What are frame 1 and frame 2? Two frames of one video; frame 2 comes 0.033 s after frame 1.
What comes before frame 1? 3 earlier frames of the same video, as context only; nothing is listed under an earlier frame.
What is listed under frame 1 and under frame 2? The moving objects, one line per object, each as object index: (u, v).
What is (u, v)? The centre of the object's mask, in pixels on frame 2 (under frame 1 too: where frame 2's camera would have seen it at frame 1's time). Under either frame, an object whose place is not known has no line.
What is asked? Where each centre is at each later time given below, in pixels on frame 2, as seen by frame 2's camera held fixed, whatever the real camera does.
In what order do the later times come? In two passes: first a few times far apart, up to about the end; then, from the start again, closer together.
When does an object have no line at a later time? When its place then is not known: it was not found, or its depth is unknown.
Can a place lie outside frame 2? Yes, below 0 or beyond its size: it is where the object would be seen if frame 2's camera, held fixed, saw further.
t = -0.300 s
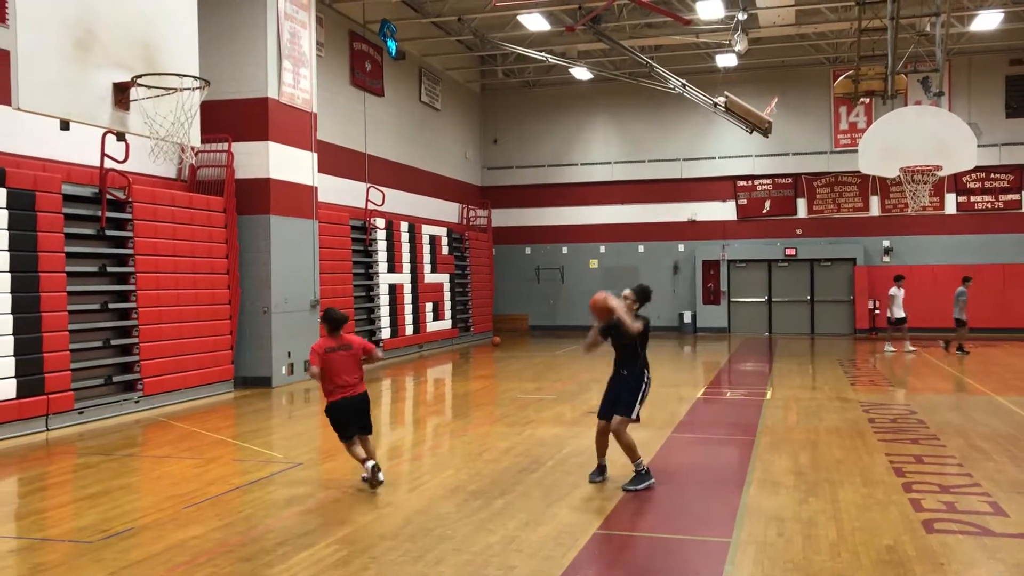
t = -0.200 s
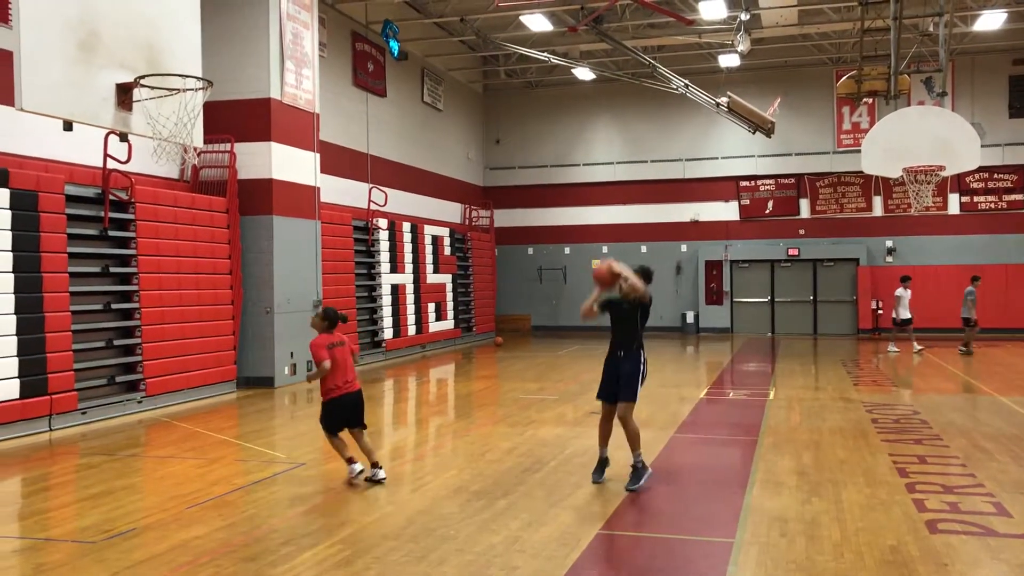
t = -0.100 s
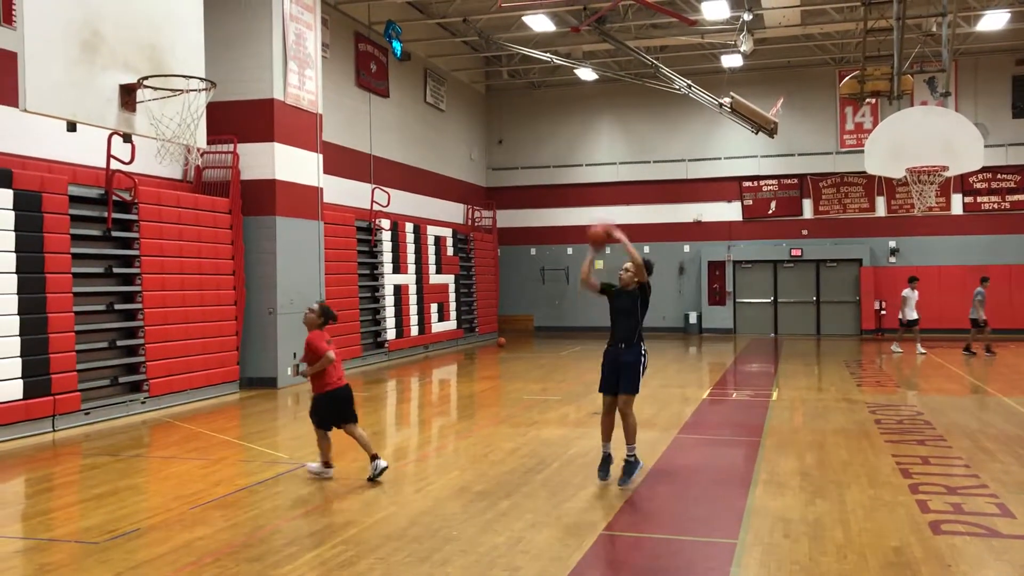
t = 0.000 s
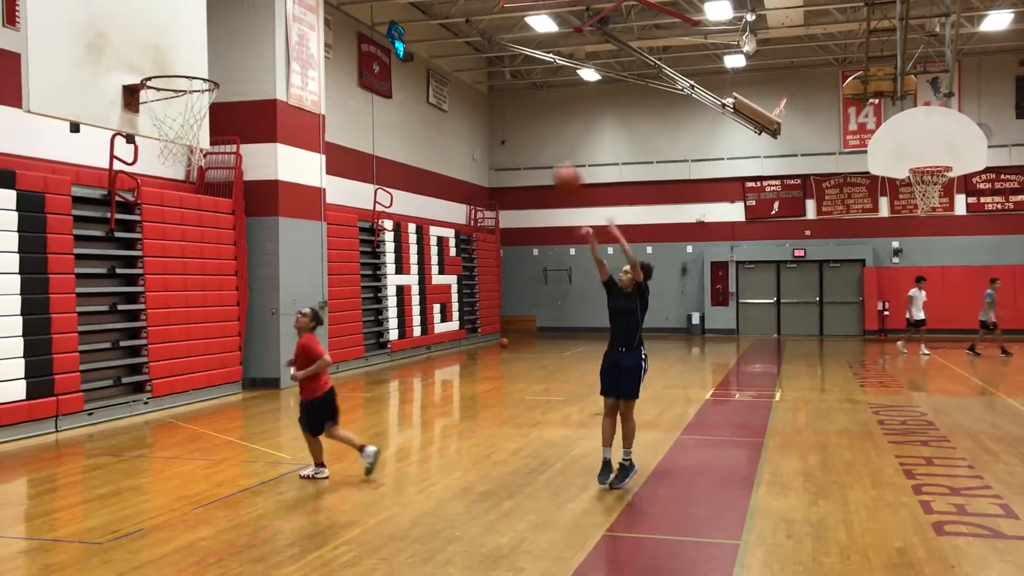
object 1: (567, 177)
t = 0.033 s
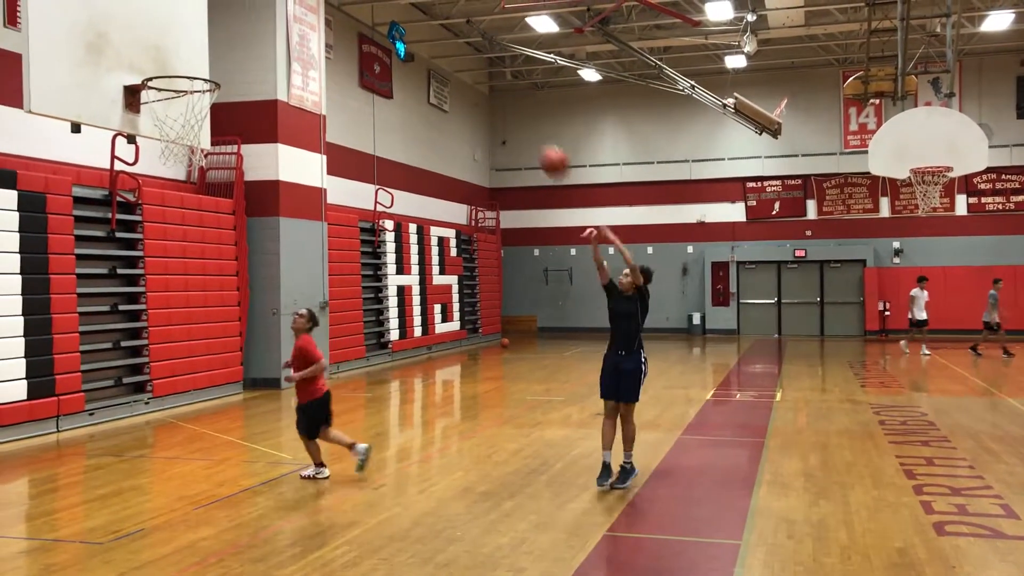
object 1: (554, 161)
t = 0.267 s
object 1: (453, 71)
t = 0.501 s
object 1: (339, 42)
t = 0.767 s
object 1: (243, 67)
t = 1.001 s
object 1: (309, 60)
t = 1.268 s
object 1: (376, 135)
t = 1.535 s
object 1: (435, 282)
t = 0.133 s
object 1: (511, 115)
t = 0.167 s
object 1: (498, 103)
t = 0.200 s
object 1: (482, 90)
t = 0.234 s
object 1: (468, 80)
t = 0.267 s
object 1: (453, 71)
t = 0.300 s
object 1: (437, 62)
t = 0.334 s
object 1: (421, 56)
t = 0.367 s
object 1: (405, 50)
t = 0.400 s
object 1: (387, 46)
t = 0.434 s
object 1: (371, 42)
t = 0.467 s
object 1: (354, 42)
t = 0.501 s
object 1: (339, 42)
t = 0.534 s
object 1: (321, 44)
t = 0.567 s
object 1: (301, 48)
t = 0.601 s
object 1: (281, 54)
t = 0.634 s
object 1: (264, 60)
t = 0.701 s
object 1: (228, 78)
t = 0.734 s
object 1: (233, 73)
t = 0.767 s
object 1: (243, 67)
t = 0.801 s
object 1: (253, 60)
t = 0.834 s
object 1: (263, 57)
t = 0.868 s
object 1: (272, 54)
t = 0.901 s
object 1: (281, 54)
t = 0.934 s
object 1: (291, 54)
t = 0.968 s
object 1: (300, 56)
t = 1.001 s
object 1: (309, 60)
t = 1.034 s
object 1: (318, 65)
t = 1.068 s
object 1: (327, 71)
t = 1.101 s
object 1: (337, 78)
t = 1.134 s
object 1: (344, 86)
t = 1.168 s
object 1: (353, 97)
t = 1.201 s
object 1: (361, 109)
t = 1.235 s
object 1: (368, 122)
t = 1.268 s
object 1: (376, 135)
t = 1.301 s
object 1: (385, 151)
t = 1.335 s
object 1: (392, 164)
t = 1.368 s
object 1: (400, 180)
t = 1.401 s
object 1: (406, 198)
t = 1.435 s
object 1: (413, 218)
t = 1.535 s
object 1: (435, 282)
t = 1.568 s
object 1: (440, 299)
